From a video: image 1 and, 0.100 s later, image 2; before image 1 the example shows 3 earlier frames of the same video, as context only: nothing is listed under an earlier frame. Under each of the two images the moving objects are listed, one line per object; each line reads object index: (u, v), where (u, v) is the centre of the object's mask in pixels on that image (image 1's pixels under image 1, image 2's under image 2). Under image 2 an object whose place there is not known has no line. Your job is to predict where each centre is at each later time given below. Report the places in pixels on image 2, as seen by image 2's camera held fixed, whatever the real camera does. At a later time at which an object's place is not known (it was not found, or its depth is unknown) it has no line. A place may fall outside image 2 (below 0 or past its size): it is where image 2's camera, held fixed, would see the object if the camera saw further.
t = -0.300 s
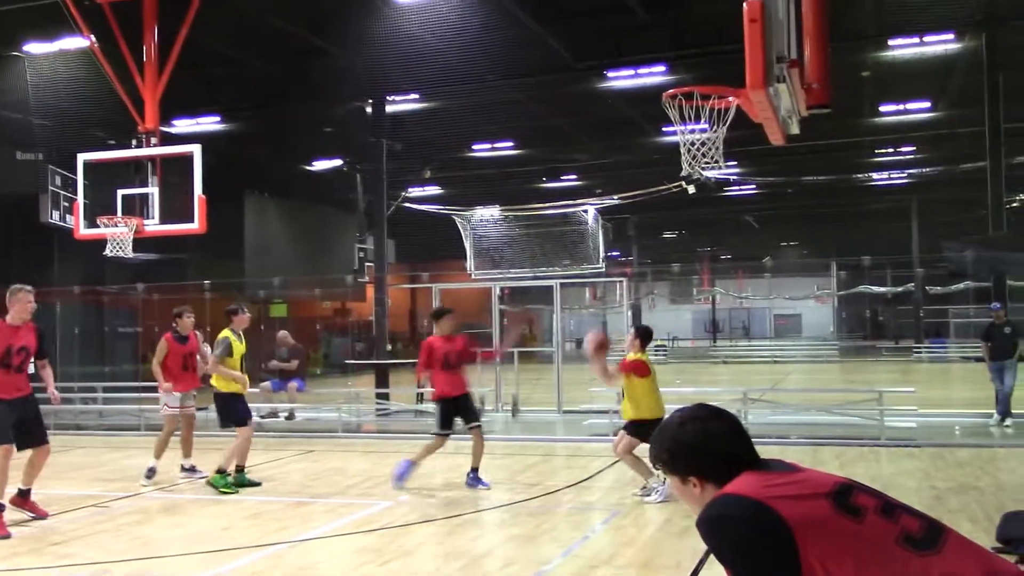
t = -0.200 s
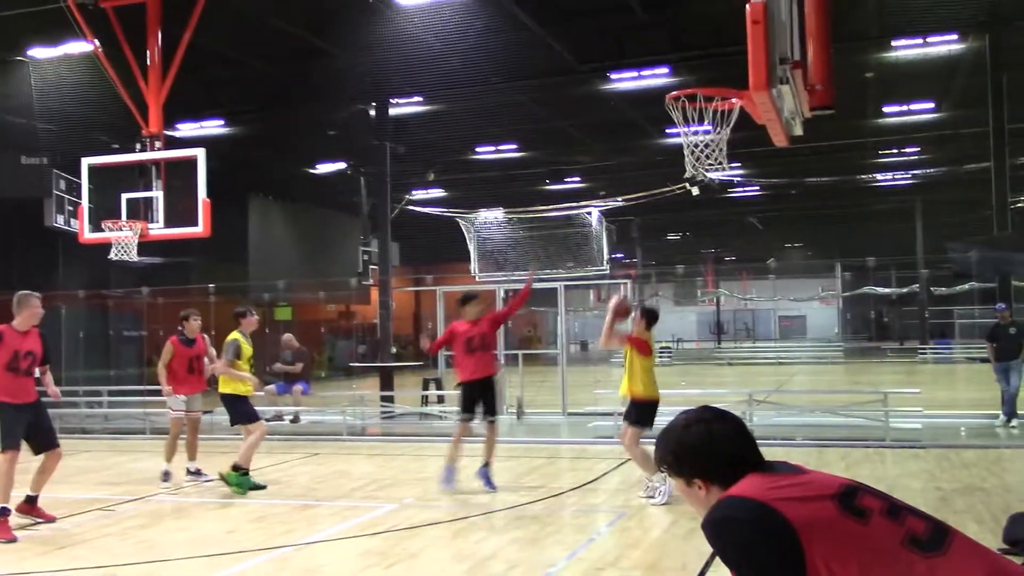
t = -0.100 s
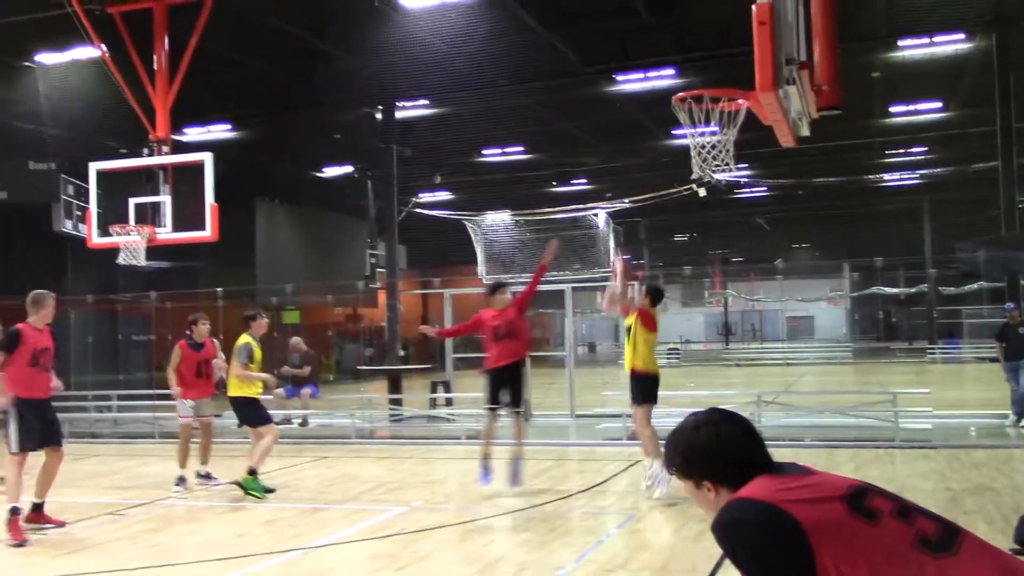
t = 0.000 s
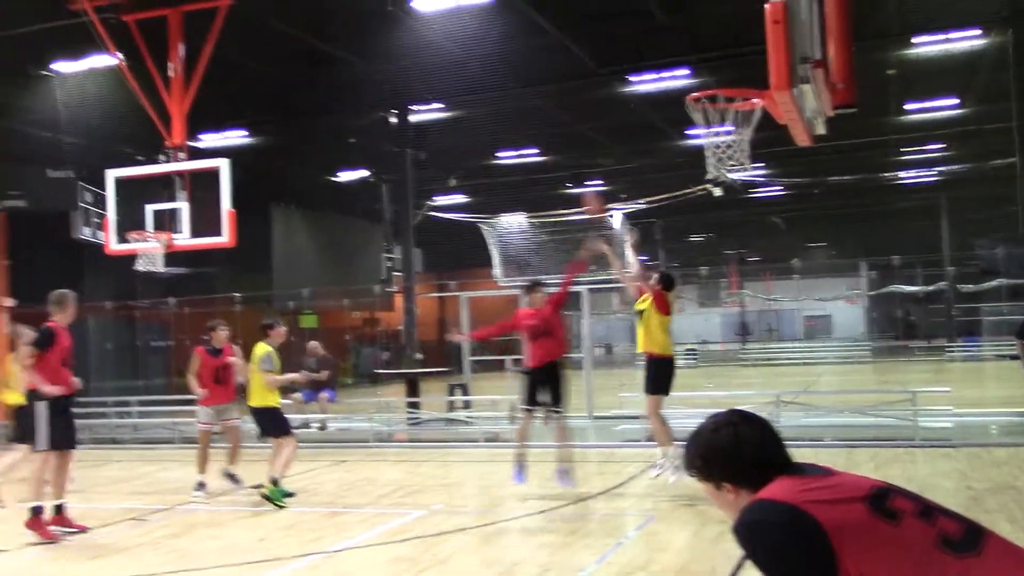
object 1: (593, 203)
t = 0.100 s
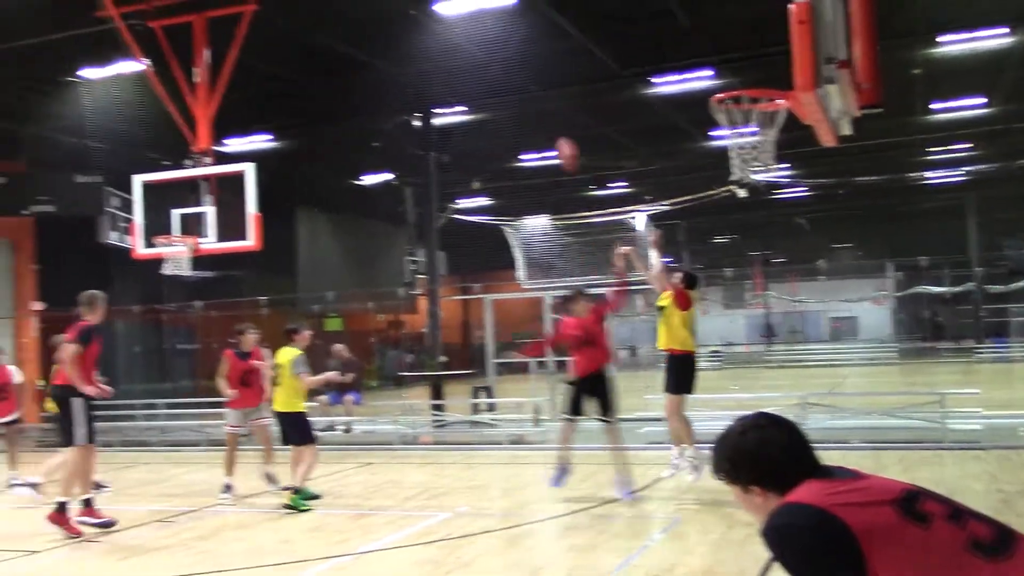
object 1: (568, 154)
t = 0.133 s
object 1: (552, 137)
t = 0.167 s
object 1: (537, 126)
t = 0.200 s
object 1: (522, 114)
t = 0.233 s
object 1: (508, 102)
